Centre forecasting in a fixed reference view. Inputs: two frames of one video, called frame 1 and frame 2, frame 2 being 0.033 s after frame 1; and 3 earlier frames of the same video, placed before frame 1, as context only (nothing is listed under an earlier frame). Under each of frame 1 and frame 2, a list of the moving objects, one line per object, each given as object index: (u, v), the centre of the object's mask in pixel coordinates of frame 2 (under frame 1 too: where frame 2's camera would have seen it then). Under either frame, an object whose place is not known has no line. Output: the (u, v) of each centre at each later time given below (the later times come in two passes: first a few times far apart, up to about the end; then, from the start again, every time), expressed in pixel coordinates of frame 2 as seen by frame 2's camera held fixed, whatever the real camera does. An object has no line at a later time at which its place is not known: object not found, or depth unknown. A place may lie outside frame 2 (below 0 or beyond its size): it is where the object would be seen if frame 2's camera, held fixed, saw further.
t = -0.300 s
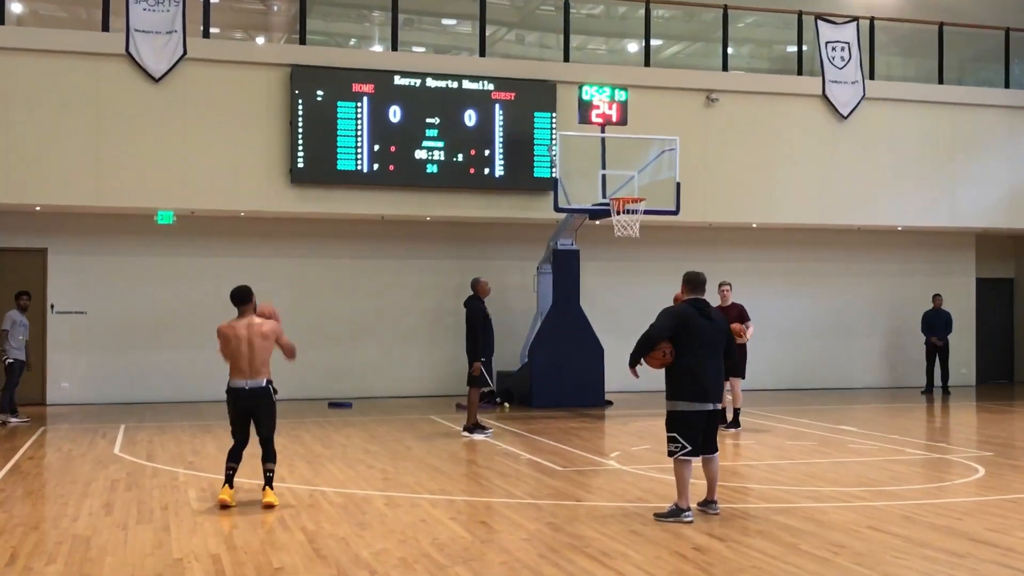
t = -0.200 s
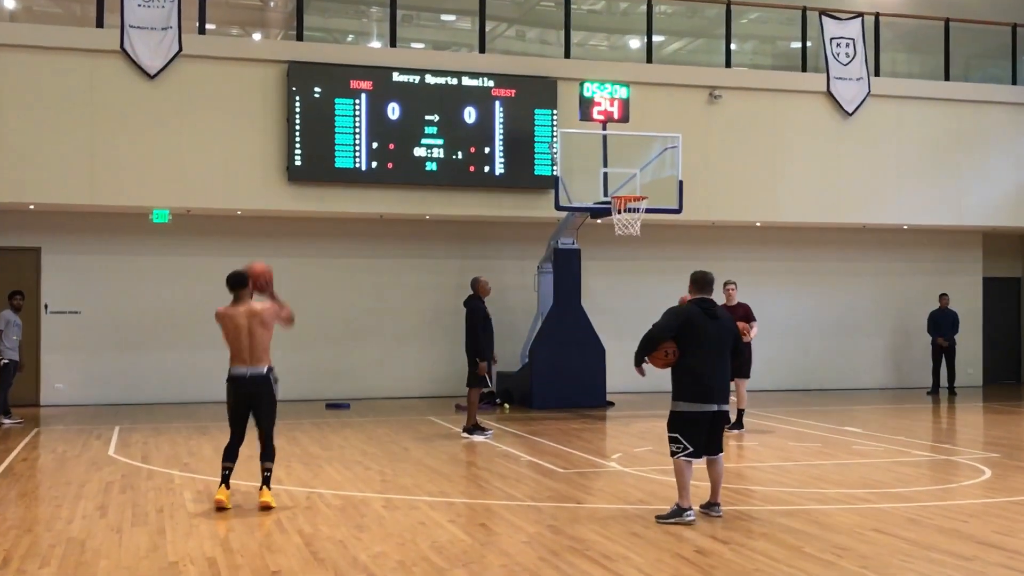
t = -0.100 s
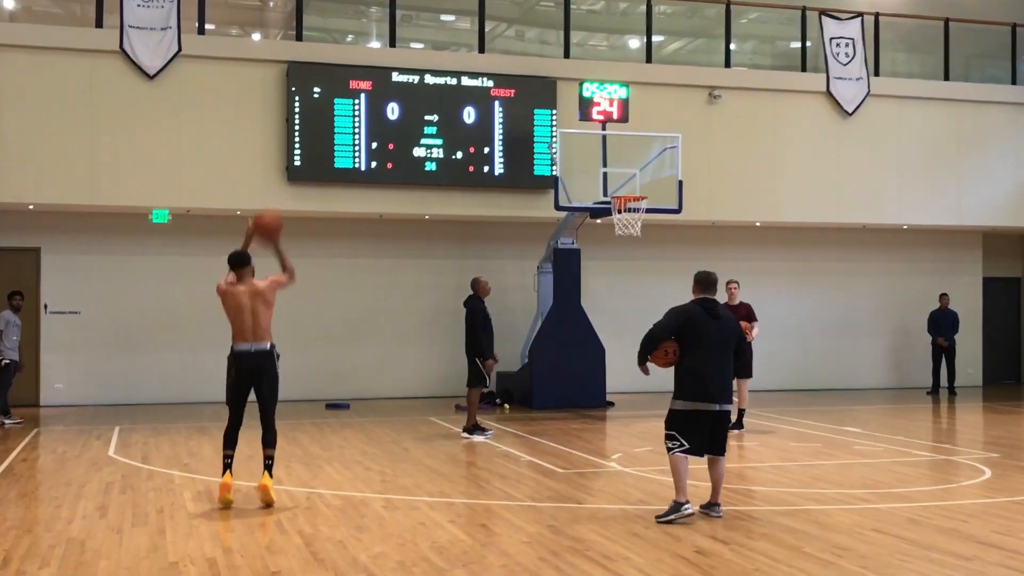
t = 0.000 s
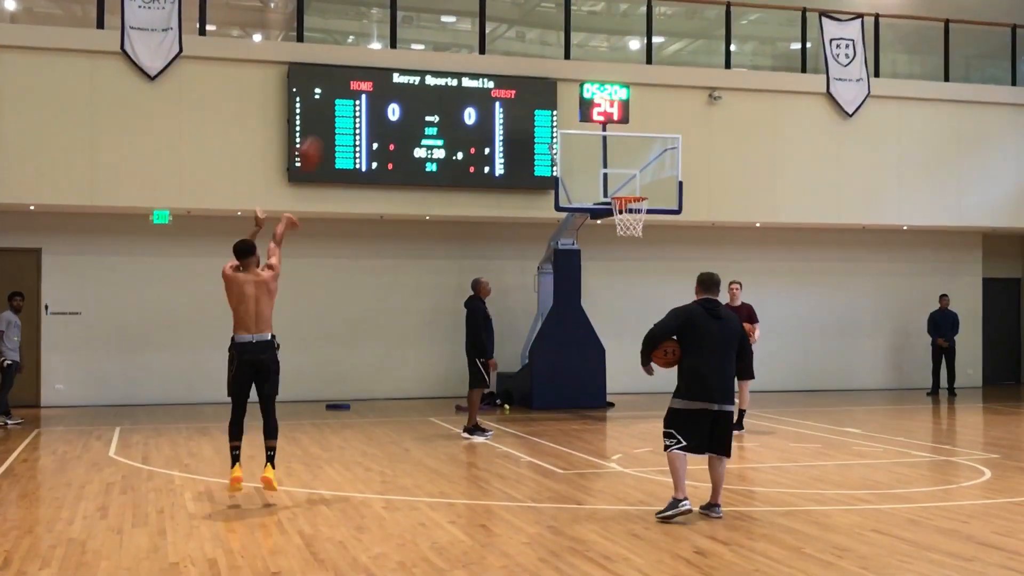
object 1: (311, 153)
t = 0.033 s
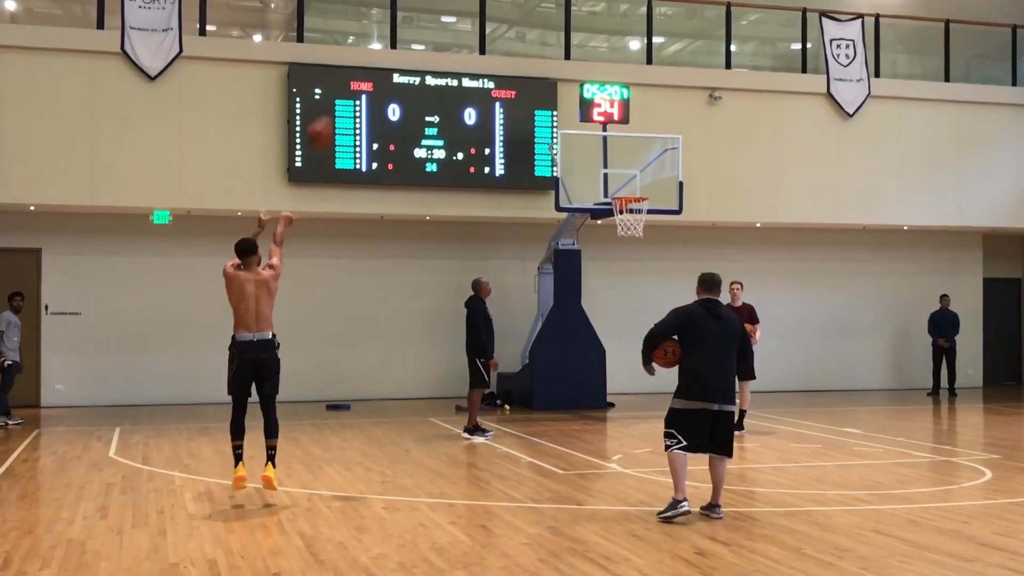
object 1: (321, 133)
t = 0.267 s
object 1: (406, 38)
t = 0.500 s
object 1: (475, 8)
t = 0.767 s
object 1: (541, 34)
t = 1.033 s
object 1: (592, 108)
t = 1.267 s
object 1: (630, 205)
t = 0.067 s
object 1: (330, 117)
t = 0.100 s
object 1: (346, 96)
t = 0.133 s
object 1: (360, 82)
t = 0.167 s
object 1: (372, 70)
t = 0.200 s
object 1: (384, 59)
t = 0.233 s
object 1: (395, 47)
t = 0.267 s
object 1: (406, 38)
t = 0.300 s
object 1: (417, 30)
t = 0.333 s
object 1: (427, 24)
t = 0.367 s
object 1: (437, 18)
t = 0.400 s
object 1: (446, 14)
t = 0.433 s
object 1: (457, 10)
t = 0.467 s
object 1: (465, 9)
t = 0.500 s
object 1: (475, 8)
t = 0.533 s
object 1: (483, 8)
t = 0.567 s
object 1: (493, 9)
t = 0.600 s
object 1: (501, 11)
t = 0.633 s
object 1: (510, 14)
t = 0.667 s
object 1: (517, 18)
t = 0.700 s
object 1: (525, 22)
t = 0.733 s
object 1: (533, 27)
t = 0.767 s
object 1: (541, 34)
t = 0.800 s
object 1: (548, 41)
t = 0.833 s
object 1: (554, 49)
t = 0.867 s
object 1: (561, 57)
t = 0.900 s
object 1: (569, 66)
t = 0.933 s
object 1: (575, 76)
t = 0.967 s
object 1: (580, 85)
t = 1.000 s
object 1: (588, 100)
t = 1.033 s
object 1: (592, 108)
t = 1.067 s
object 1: (600, 124)
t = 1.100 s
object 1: (606, 133)
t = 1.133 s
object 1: (614, 146)
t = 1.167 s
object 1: (618, 159)
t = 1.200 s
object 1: (624, 174)
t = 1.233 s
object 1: (629, 188)
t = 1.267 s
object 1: (630, 205)
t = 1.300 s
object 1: (633, 215)
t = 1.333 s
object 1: (633, 230)
